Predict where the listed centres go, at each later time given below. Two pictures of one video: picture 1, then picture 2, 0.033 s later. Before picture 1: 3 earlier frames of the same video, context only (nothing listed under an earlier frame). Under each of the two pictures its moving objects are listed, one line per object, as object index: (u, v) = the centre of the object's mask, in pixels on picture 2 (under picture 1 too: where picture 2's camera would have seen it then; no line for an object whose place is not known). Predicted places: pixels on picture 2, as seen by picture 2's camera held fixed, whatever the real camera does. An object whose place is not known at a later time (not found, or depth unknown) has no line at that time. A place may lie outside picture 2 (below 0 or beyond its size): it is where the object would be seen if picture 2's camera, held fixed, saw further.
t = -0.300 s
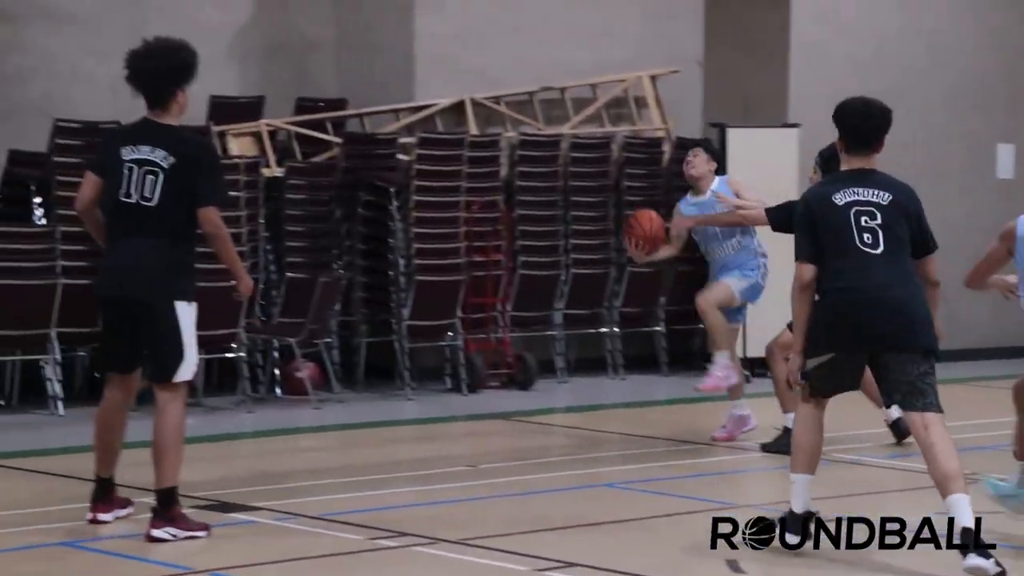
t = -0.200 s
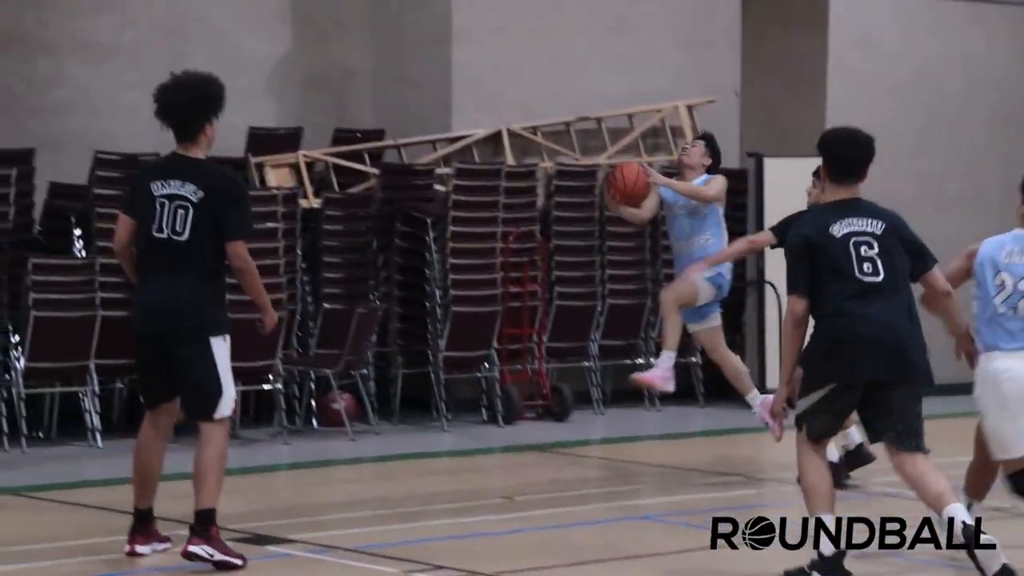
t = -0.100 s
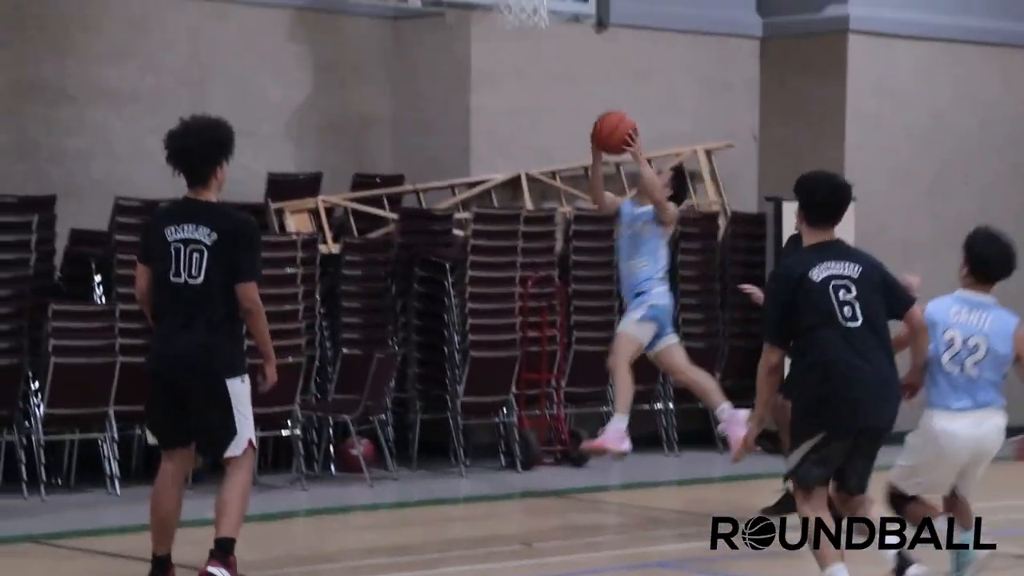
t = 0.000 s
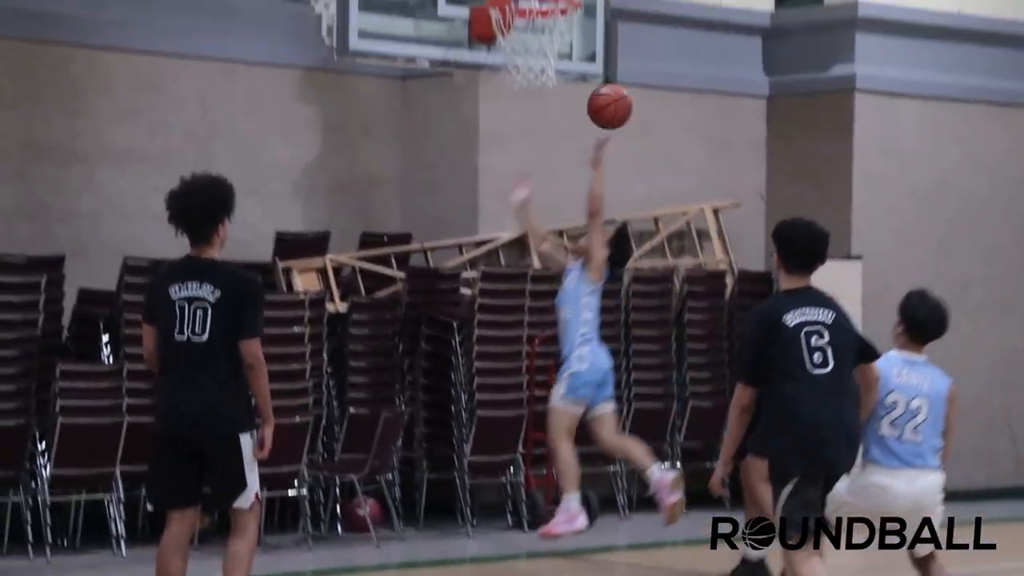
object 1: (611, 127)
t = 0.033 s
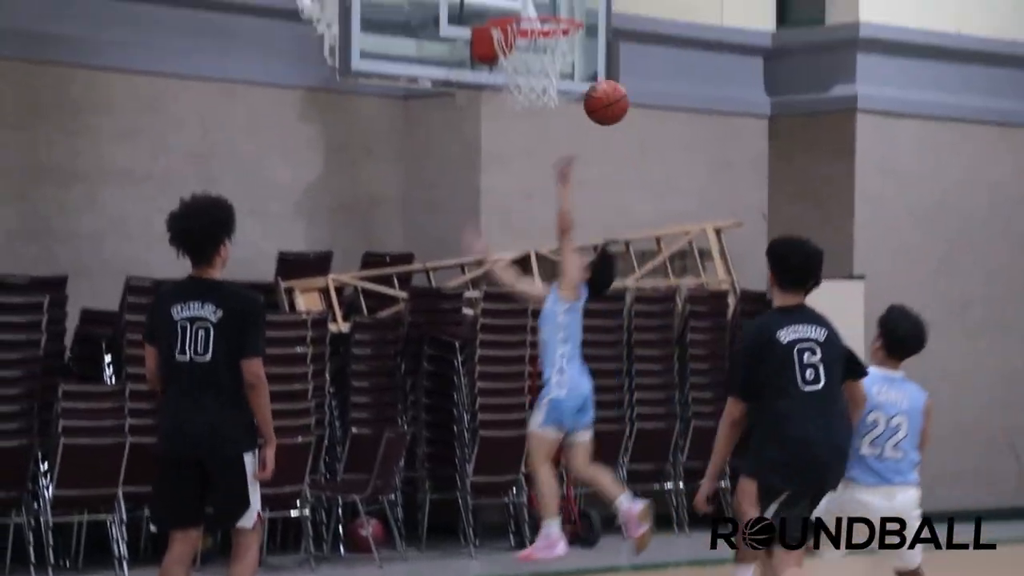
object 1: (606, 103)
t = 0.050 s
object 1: (603, 91)
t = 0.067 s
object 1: (601, 80)
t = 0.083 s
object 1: (598, 70)
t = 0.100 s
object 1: (596, 60)
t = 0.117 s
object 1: (594, 51)
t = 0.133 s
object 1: (593, 43)
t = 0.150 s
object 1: (592, 34)
